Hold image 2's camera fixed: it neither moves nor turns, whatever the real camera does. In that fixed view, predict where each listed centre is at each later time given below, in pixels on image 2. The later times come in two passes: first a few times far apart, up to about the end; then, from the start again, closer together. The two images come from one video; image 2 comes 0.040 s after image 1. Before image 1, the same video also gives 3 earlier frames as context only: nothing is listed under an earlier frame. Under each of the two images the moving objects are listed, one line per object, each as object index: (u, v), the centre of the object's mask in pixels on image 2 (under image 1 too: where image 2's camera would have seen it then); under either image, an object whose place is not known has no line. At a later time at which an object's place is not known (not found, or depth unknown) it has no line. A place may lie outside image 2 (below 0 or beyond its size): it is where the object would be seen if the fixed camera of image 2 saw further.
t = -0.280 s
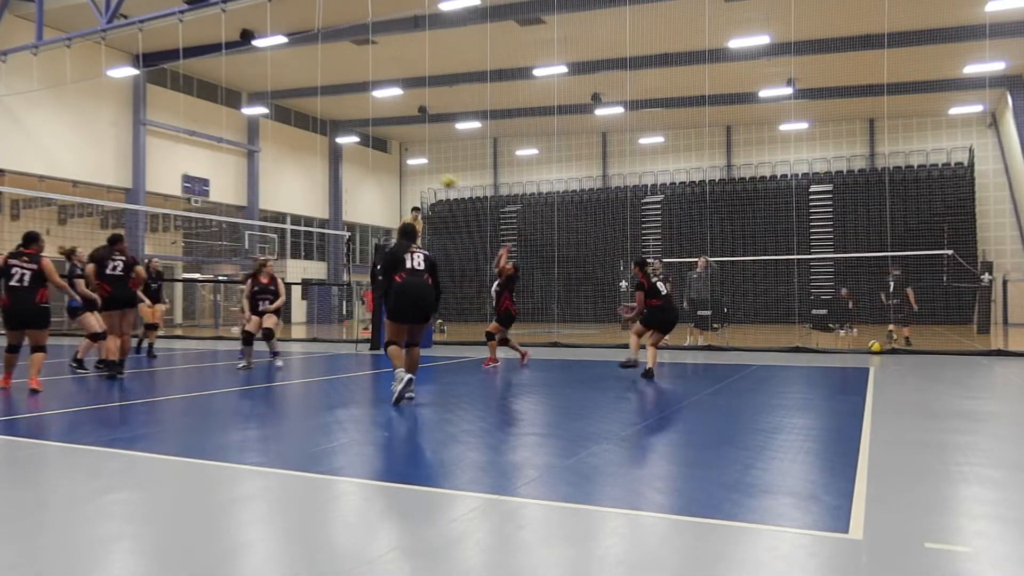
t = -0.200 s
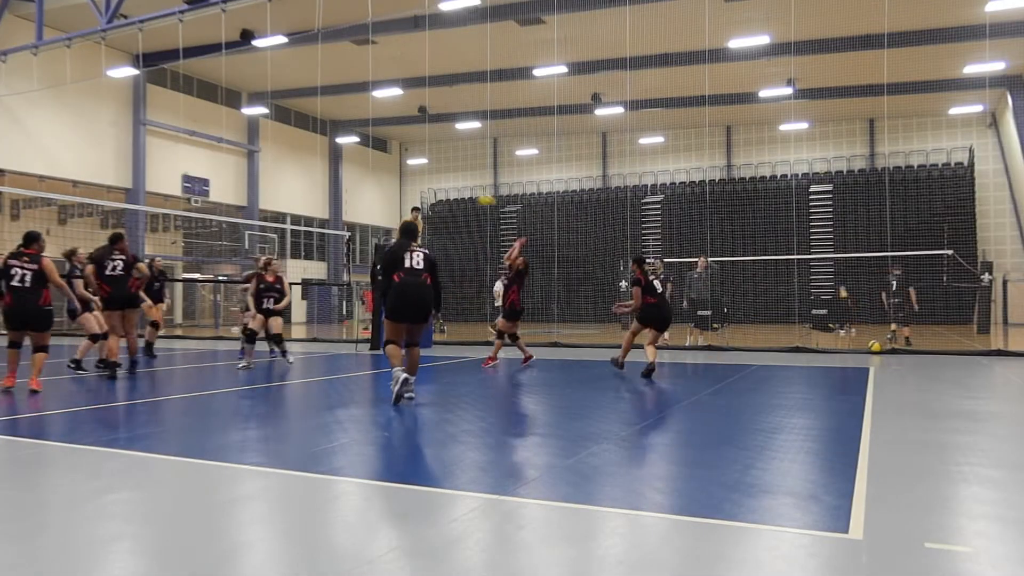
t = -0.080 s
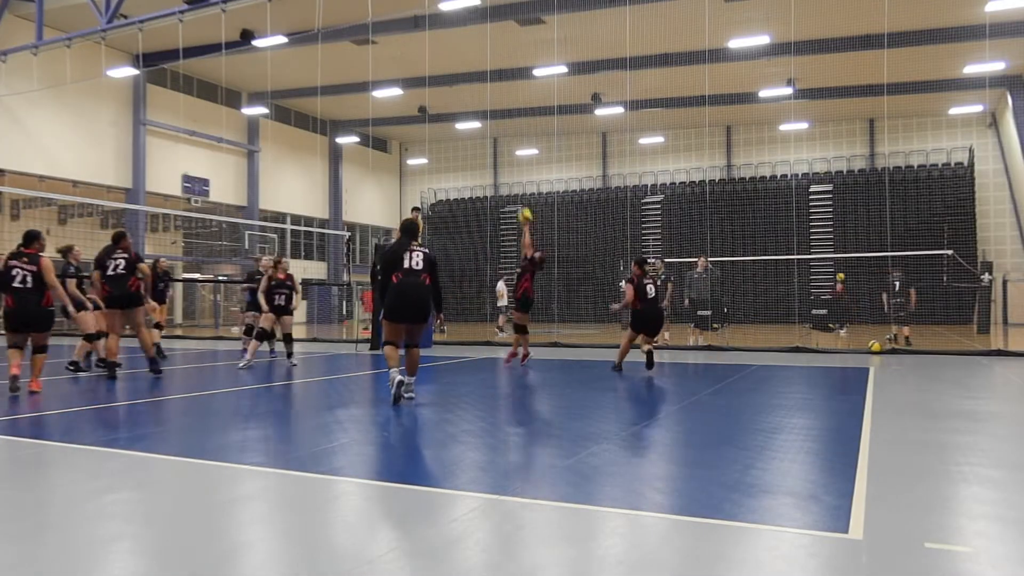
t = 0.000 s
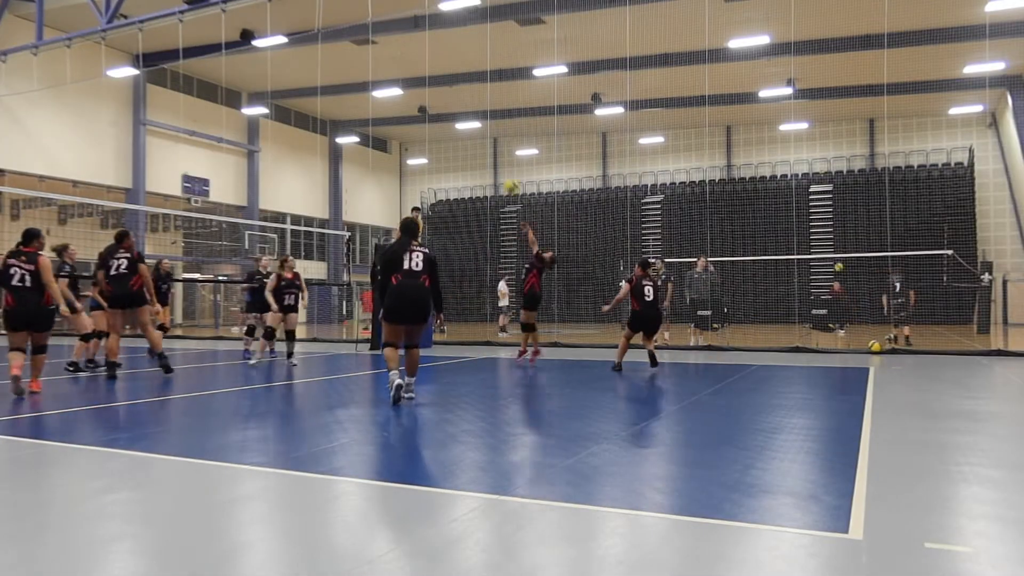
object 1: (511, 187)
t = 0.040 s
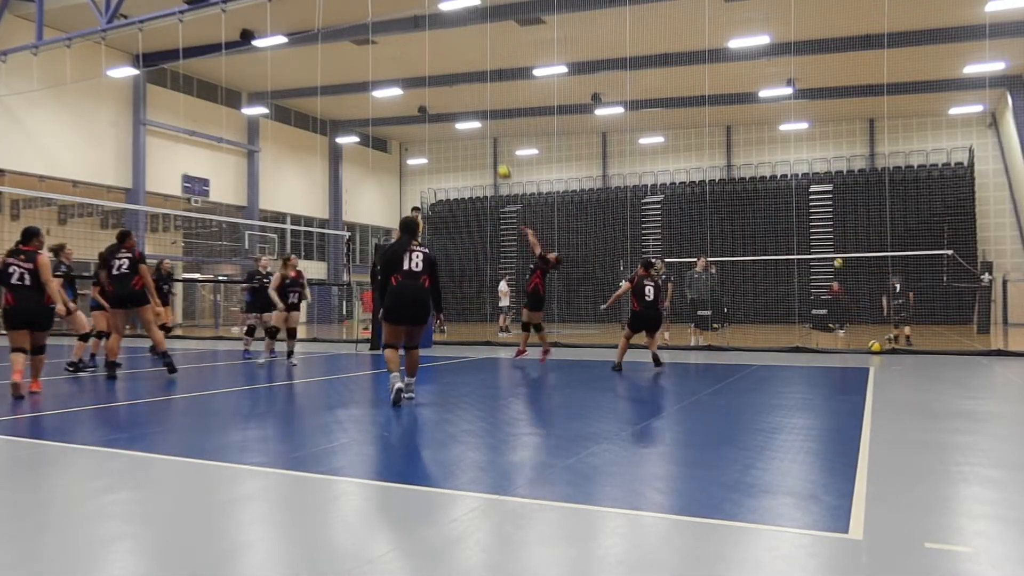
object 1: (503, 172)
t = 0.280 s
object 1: (464, 112)
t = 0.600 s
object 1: (410, 89)
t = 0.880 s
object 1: (358, 128)
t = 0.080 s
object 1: (497, 160)
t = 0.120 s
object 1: (491, 148)
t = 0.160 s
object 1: (484, 137)
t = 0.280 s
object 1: (464, 112)
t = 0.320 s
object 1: (457, 105)
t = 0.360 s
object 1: (451, 100)
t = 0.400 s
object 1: (443, 95)
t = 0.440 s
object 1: (437, 92)
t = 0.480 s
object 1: (430, 90)
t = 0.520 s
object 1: (424, 88)
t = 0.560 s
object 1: (416, 88)
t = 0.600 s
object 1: (410, 89)
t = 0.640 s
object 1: (404, 91)
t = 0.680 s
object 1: (396, 95)
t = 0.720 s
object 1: (387, 102)
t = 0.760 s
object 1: (381, 105)
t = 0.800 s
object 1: (373, 112)
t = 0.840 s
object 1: (366, 121)
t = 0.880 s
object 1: (358, 128)
